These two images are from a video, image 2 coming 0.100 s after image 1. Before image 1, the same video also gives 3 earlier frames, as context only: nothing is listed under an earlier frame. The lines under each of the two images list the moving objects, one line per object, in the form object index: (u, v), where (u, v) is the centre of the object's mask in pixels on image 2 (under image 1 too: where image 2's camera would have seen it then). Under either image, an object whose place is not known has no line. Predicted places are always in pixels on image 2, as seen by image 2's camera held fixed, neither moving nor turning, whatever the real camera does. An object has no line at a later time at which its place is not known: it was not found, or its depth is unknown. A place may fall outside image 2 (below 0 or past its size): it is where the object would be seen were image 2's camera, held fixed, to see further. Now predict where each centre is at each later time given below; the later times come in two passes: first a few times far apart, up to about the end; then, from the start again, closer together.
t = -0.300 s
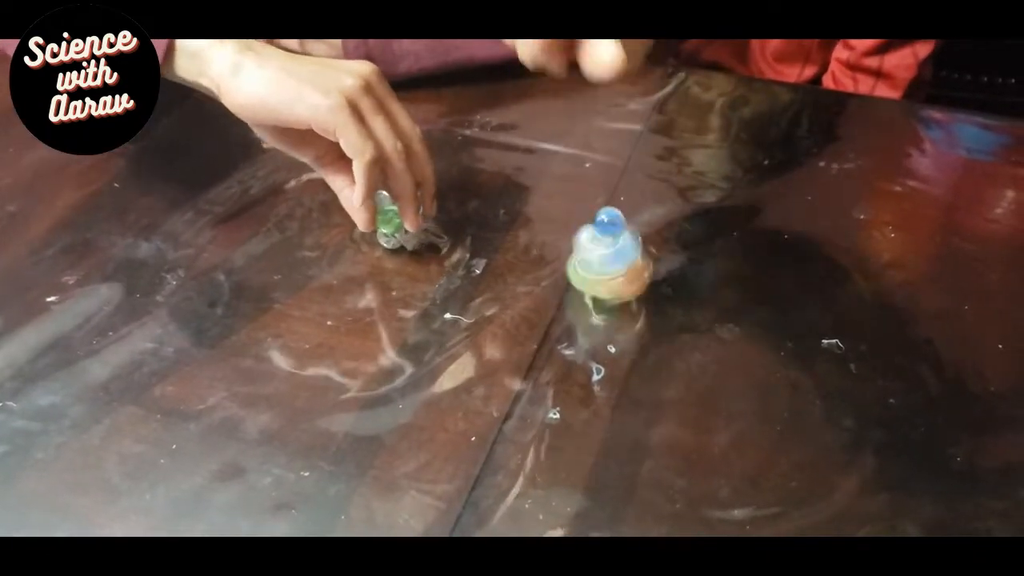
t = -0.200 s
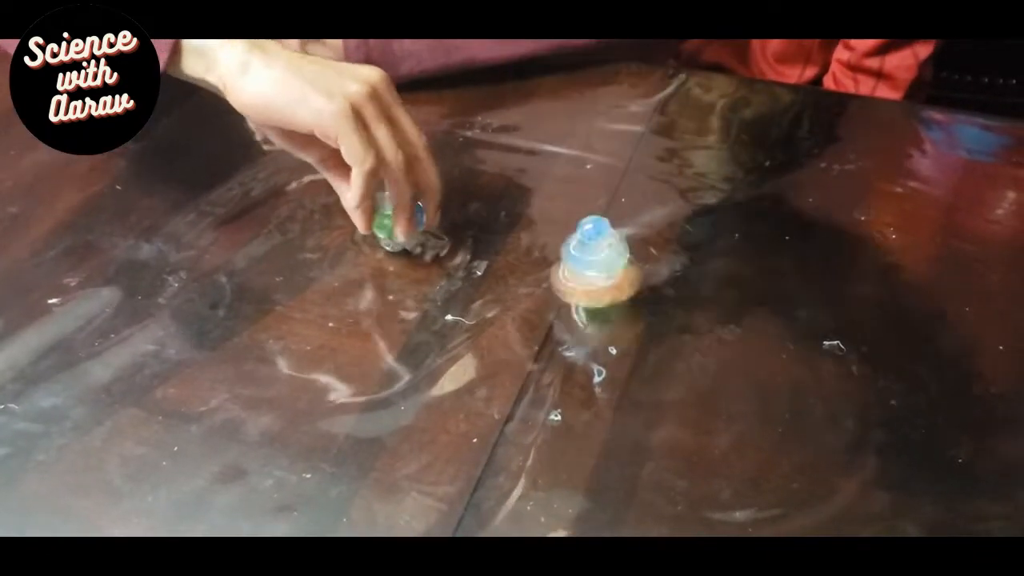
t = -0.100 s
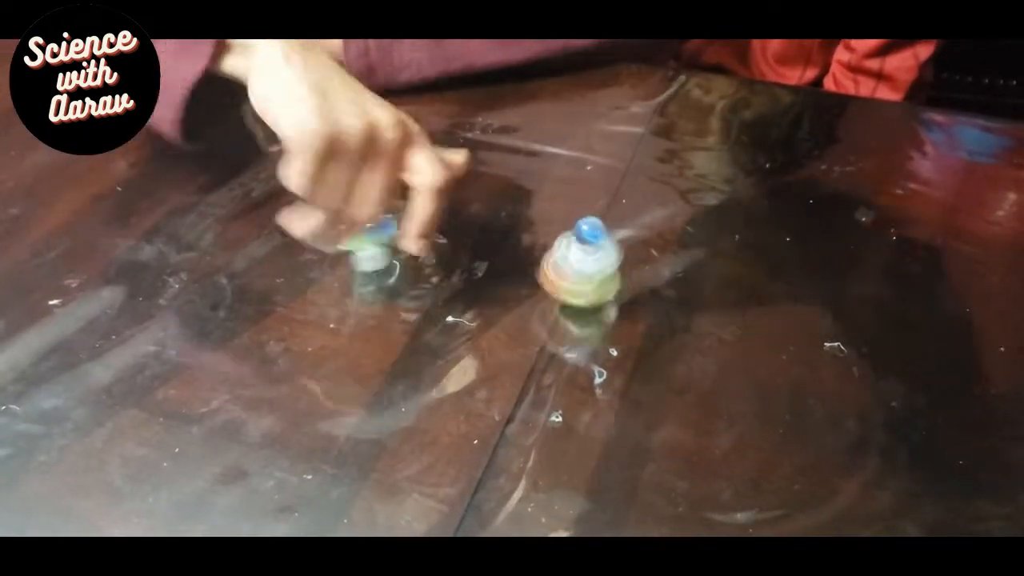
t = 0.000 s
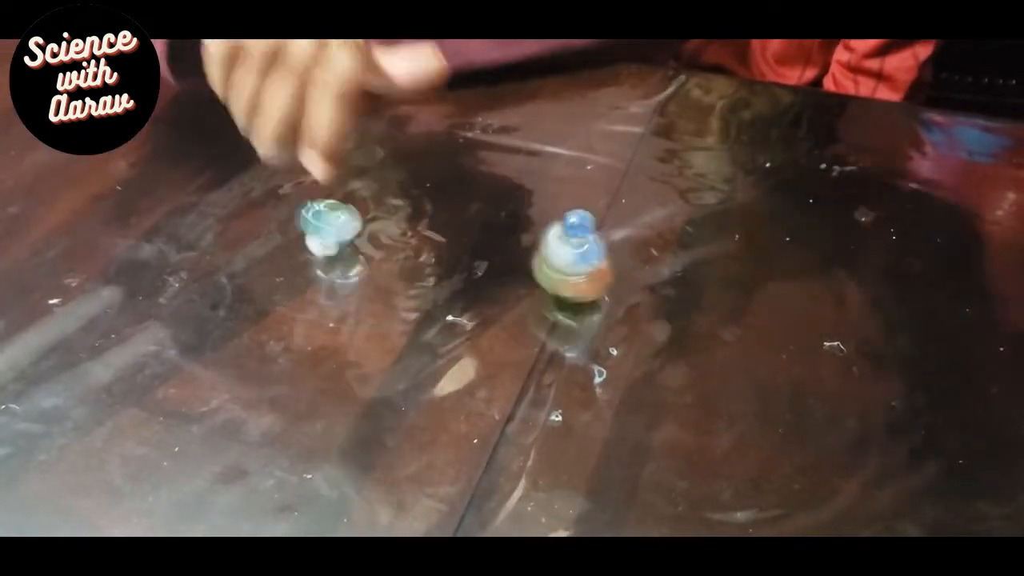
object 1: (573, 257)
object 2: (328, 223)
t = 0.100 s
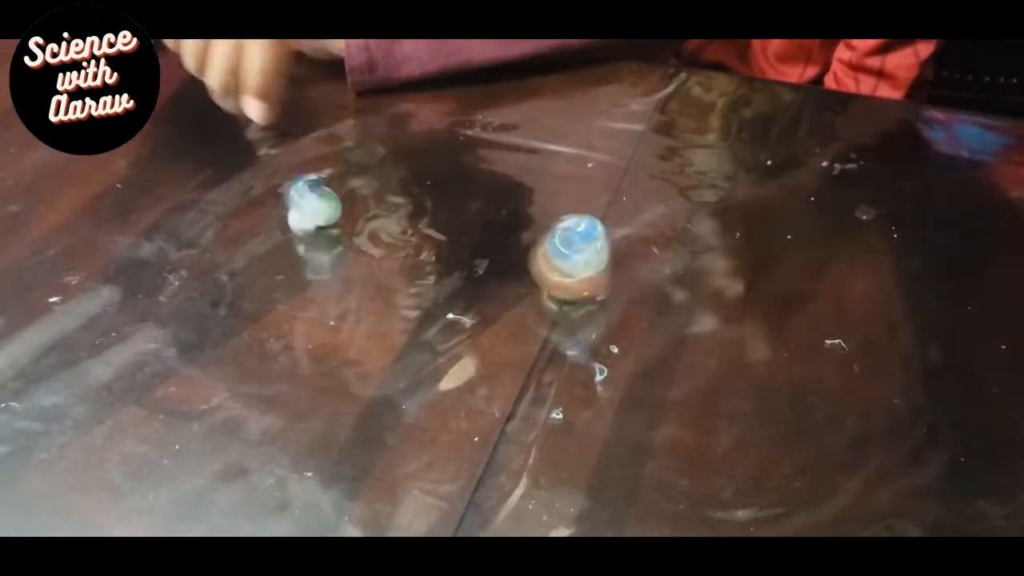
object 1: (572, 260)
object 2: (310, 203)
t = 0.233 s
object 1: (585, 258)
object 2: (322, 176)
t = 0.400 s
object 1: (586, 272)
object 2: (367, 168)
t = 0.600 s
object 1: (570, 271)
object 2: (388, 186)
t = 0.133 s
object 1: (575, 261)
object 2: (311, 194)
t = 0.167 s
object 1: (580, 262)
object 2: (313, 188)
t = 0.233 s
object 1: (585, 258)
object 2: (322, 176)
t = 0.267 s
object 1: (586, 260)
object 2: (333, 172)
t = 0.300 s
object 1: (590, 262)
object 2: (340, 169)
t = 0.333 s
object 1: (588, 268)
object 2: (350, 168)
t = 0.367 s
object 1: (588, 270)
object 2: (356, 168)
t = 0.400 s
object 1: (586, 272)
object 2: (367, 168)
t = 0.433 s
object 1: (583, 269)
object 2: (374, 168)
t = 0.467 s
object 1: (583, 269)
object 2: (378, 170)
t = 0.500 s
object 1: (580, 271)
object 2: (383, 174)
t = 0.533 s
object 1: (577, 271)
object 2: (386, 178)
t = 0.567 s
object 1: (573, 273)
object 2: (388, 182)
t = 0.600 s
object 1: (570, 271)
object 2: (388, 186)
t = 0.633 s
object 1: (569, 268)
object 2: (384, 189)
